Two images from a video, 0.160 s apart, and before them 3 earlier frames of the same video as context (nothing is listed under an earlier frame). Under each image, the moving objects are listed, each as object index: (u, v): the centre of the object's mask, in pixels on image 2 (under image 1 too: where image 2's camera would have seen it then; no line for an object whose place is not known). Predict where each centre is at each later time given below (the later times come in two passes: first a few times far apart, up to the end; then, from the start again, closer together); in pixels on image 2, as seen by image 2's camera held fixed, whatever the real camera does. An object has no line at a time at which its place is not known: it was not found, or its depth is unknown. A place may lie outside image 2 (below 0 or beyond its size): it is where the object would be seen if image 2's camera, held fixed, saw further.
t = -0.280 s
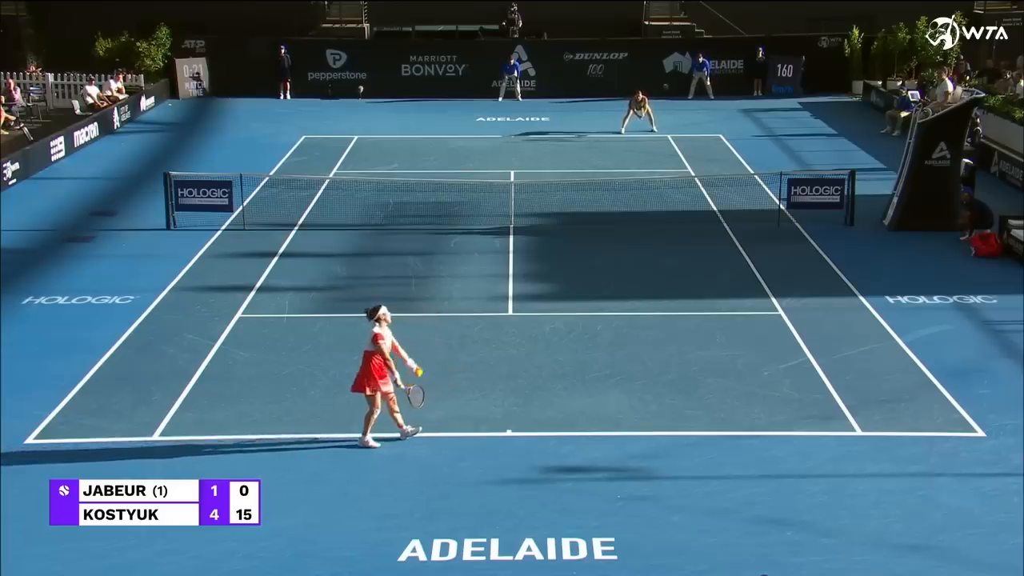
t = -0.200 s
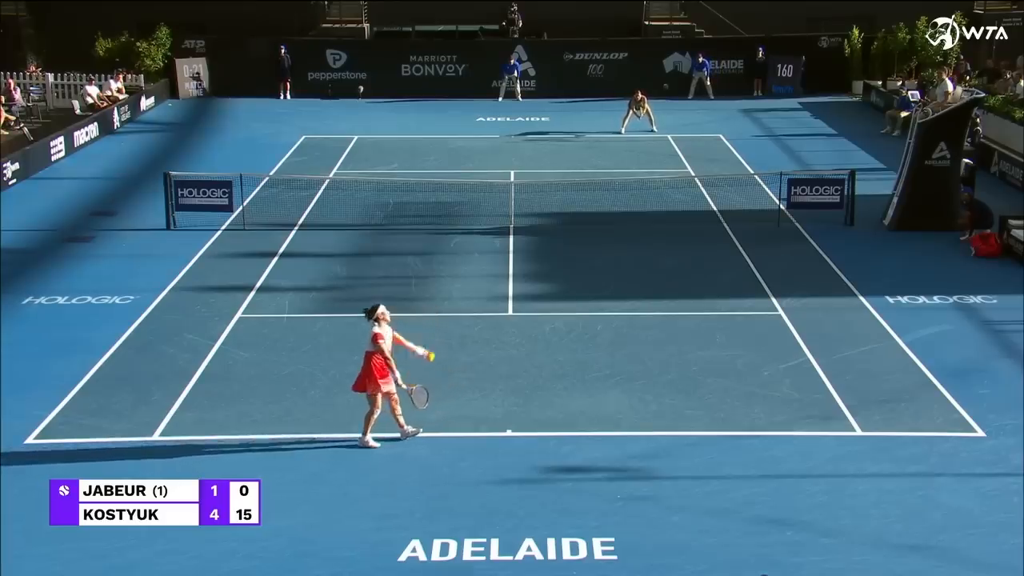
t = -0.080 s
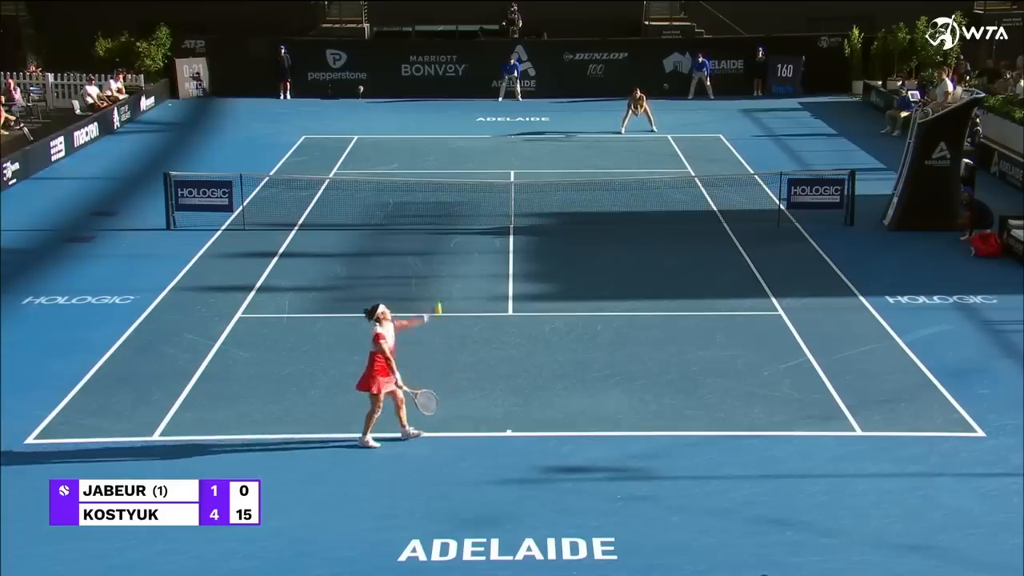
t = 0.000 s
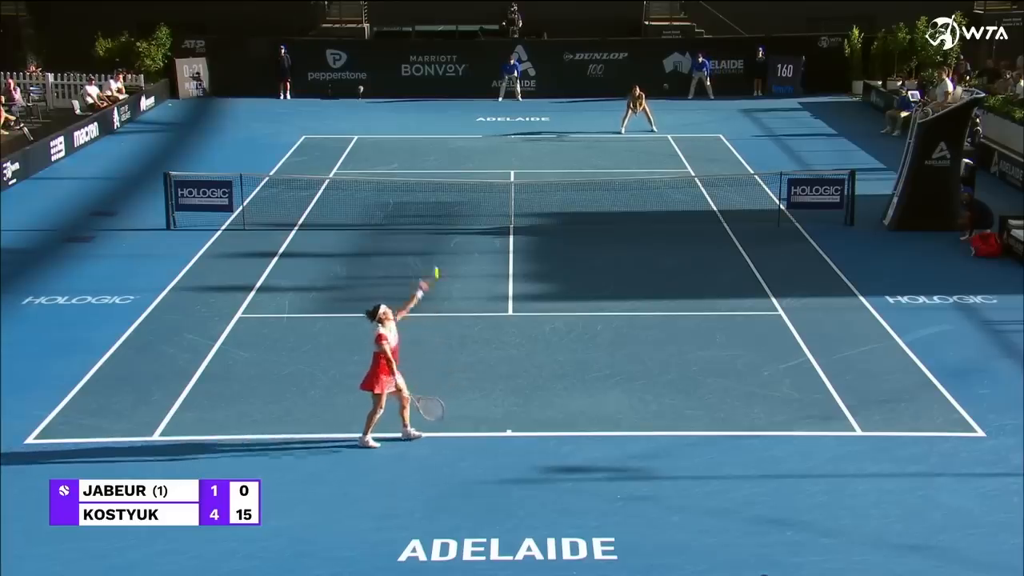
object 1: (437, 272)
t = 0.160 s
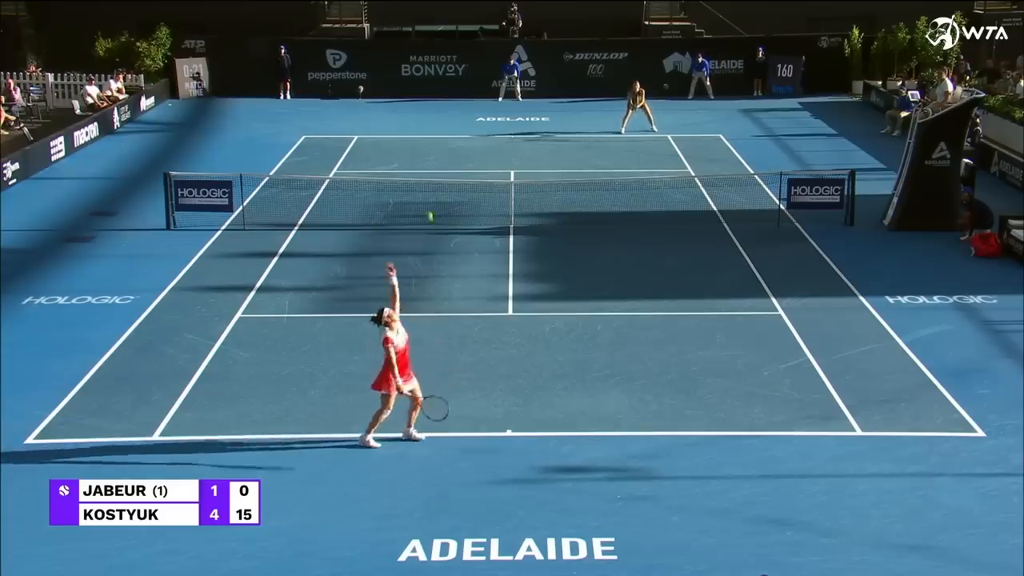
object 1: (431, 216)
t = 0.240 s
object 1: (428, 197)
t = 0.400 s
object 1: (423, 173)
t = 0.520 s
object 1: (420, 171)
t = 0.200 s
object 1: (427, 204)
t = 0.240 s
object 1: (428, 197)
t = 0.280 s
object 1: (427, 188)
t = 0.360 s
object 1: (425, 176)
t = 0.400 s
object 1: (423, 173)
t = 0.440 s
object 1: (422, 171)
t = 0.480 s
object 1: (421, 171)
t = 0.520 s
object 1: (420, 171)
